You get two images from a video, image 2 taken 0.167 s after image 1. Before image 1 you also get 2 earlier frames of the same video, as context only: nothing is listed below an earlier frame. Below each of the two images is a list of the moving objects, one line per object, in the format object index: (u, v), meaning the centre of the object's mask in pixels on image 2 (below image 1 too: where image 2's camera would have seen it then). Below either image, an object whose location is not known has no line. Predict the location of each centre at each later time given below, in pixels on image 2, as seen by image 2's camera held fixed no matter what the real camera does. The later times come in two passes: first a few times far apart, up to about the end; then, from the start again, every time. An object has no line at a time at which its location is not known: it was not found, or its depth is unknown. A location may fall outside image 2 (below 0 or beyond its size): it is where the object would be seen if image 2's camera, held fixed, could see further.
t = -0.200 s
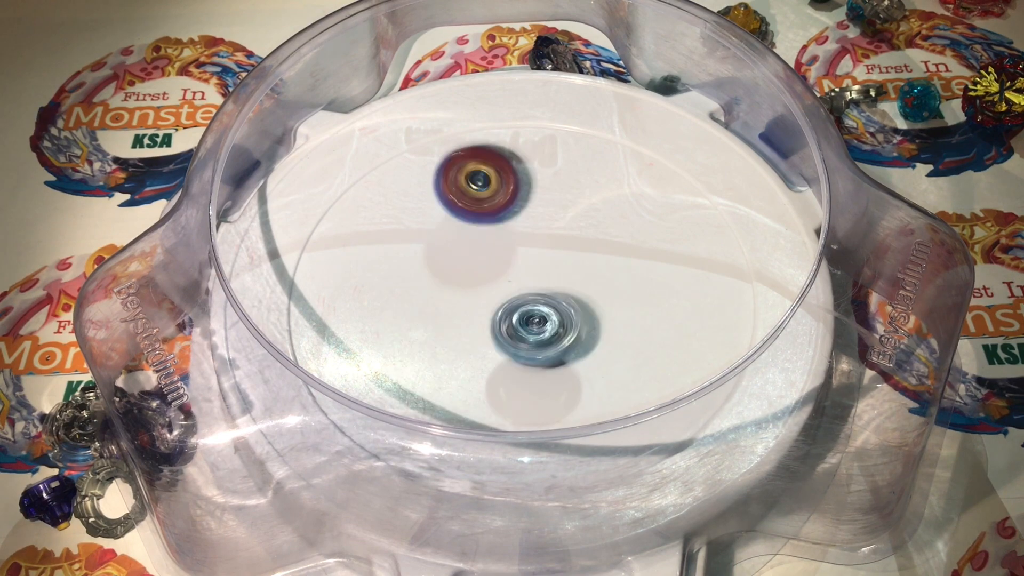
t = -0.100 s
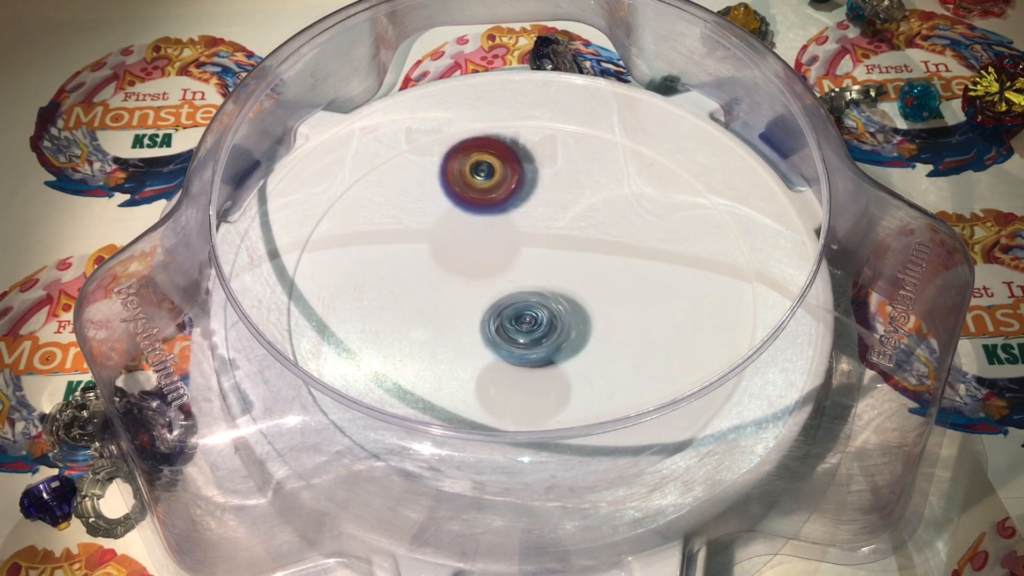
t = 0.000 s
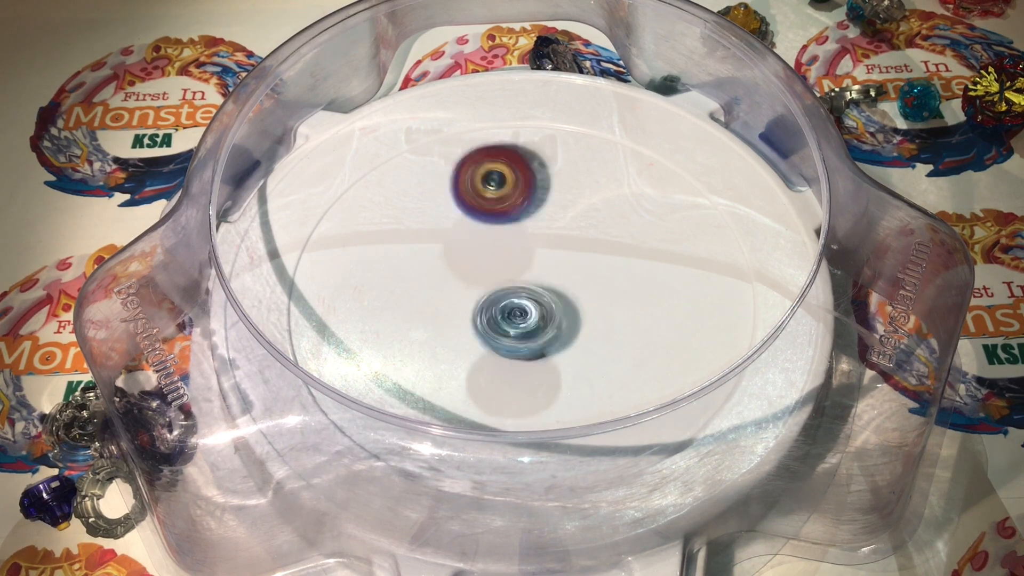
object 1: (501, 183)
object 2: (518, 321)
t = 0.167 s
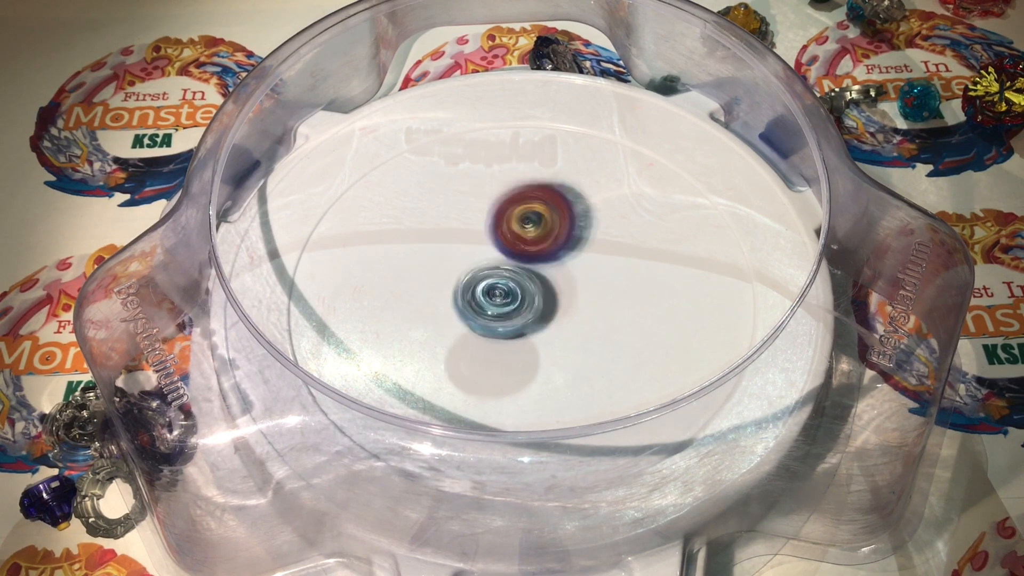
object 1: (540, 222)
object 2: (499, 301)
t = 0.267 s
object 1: (573, 241)
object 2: (480, 295)
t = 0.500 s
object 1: (627, 287)
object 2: (458, 289)
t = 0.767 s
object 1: (619, 334)
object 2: (503, 276)
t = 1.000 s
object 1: (534, 341)
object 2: (543, 258)
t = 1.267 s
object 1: (456, 305)
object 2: (563, 259)
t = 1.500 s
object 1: (434, 255)
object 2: (554, 276)
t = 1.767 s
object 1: (485, 233)
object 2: (530, 300)
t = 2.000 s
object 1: (552, 222)
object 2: (514, 325)
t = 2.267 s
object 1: (606, 252)
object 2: (509, 304)
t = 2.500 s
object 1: (632, 297)
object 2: (496, 270)
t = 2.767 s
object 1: (589, 336)
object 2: (522, 272)
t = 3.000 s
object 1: (519, 330)
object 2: (562, 274)
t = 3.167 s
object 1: (485, 318)
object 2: (584, 264)
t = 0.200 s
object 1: (549, 230)
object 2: (496, 298)
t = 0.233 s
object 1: (562, 237)
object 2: (487, 296)
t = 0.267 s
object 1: (573, 241)
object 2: (480, 295)
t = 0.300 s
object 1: (582, 248)
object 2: (475, 293)
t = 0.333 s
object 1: (592, 254)
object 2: (468, 293)
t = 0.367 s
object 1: (601, 259)
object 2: (463, 291)
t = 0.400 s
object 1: (608, 266)
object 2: (460, 292)
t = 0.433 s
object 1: (616, 274)
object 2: (457, 290)
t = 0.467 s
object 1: (623, 279)
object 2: (457, 291)
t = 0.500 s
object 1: (627, 287)
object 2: (458, 289)
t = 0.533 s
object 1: (633, 295)
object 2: (461, 288)
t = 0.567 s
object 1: (636, 301)
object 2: (466, 288)
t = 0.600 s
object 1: (636, 309)
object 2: (471, 287)
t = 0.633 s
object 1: (637, 317)
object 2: (476, 287)
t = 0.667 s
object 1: (635, 320)
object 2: (482, 284)
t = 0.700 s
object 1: (630, 327)
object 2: (490, 283)
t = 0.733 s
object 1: (626, 332)
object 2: (495, 280)
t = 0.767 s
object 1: (619, 334)
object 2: (503, 276)
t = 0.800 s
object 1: (608, 338)
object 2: (509, 274)
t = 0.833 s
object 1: (600, 341)
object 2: (514, 271)
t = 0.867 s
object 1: (586, 341)
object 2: (522, 268)
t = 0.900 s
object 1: (573, 343)
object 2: (527, 265)
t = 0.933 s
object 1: (563, 343)
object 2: (535, 262)
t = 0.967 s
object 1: (548, 342)
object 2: (539, 261)
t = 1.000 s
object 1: (534, 341)
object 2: (543, 258)
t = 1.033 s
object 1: (526, 340)
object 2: (548, 257)
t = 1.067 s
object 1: (512, 336)
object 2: (551, 255)
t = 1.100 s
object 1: (502, 334)
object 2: (554, 255)
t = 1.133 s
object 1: (492, 329)
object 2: (554, 255)
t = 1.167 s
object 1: (480, 324)
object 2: (557, 255)
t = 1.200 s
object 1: (474, 319)
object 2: (559, 256)
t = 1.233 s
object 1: (464, 310)
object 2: (562, 257)
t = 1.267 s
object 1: (456, 305)
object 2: (563, 259)
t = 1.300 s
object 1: (452, 297)
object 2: (561, 261)
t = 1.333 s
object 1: (444, 290)
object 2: (562, 264)
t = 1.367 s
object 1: (441, 284)
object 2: (561, 266)
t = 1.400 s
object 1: (437, 274)
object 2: (560, 270)
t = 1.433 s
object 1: (434, 268)
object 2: (560, 272)
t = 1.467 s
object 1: (435, 262)
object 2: (556, 276)
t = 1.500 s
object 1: (434, 255)
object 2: (554, 276)
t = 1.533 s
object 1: (437, 252)
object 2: (552, 279)
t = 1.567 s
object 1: (440, 246)
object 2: (549, 283)
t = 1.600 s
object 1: (444, 242)
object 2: (545, 287)
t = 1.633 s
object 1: (452, 240)
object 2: (543, 291)
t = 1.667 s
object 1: (457, 237)
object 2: (539, 294)
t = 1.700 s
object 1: (467, 236)
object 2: (539, 296)
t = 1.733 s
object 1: (476, 233)
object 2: (534, 299)
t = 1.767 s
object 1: (485, 233)
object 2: (530, 300)
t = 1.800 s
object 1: (498, 232)
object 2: (529, 303)
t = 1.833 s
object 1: (506, 228)
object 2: (525, 309)
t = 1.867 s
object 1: (517, 228)
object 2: (524, 312)
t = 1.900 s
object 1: (526, 224)
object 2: (522, 316)
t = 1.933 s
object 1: (534, 223)
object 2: (518, 319)
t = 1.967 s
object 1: (545, 222)
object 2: (518, 322)
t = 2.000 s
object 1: (552, 222)
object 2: (514, 325)
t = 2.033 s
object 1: (563, 224)
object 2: (512, 324)
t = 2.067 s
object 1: (569, 225)
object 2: (515, 322)
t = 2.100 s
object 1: (578, 229)
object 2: (513, 320)
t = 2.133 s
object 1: (584, 230)
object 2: (513, 318)
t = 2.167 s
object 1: (591, 237)
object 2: (513, 316)
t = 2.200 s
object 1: (597, 240)
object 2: (511, 311)
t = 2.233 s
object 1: (600, 246)
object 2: (510, 307)
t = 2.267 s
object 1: (606, 252)
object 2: (509, 304)
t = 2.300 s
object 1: (606, 258)
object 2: (508, 299)
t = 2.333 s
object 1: (609, 266)
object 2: (508, 293)
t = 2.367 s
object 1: (614, 272)
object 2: (502, 285)
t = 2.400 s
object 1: (622, 282)
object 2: (495, 279)
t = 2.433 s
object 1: (626, 286)
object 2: (487, 274)
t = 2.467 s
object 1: (629, 293)
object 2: (488, 269)
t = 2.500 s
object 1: (632, 297)
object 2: (496, 270)
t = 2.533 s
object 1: (632, 306)
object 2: (502, 268)
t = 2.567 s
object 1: (631, 310)
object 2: (504, 262)
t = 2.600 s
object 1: (626, 318)
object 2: (507, 260)
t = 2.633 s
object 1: (623, 322)
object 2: (511, 262)
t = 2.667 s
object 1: (614, 328)
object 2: (511, 269)
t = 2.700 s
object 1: (608, 331)
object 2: (515, 270)
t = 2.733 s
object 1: (596, 335)
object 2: (519, 268)
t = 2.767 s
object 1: (589, 336)
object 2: (522, 272)
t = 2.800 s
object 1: (576, 337)
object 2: (526, 273)
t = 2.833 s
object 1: (569, 337)
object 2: (532, 272)
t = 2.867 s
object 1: (557, 335)
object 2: (538, 270)
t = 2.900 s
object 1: (550, 333)
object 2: (544, 270)
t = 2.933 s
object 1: (538, 332)
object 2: (551, 269)
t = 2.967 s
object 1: (524, 330)
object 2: (557, 271)
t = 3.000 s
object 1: (519, 330)
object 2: (562, 274)
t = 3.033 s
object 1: (511, 329)
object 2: (570, 269)
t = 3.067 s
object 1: (497, 329)
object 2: (577, 267)
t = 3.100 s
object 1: (491, 326)
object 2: (583, 266)
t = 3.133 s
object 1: (486, 324)
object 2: (585, 263)
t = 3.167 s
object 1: (485, 318)
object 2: (584, 264)
